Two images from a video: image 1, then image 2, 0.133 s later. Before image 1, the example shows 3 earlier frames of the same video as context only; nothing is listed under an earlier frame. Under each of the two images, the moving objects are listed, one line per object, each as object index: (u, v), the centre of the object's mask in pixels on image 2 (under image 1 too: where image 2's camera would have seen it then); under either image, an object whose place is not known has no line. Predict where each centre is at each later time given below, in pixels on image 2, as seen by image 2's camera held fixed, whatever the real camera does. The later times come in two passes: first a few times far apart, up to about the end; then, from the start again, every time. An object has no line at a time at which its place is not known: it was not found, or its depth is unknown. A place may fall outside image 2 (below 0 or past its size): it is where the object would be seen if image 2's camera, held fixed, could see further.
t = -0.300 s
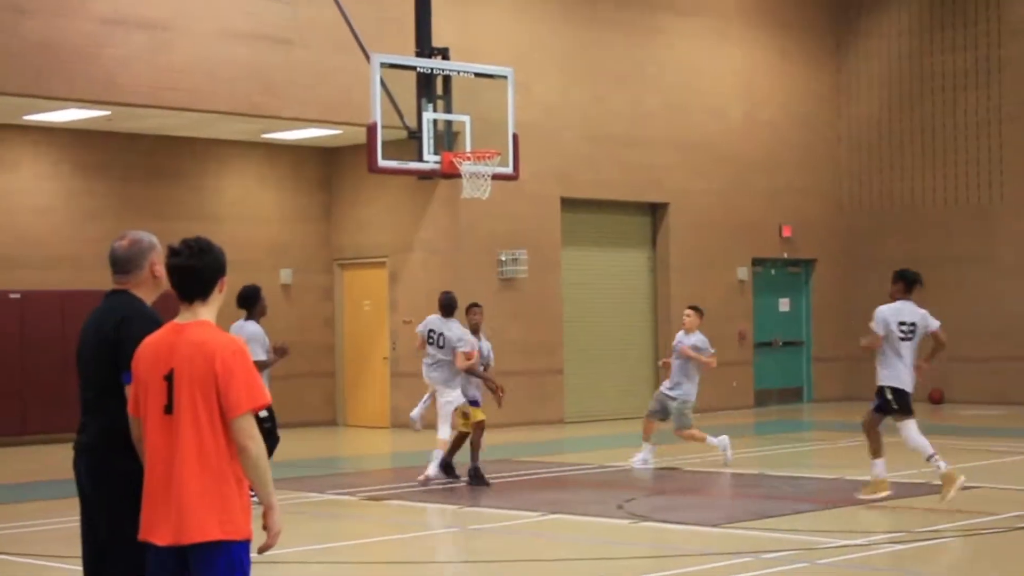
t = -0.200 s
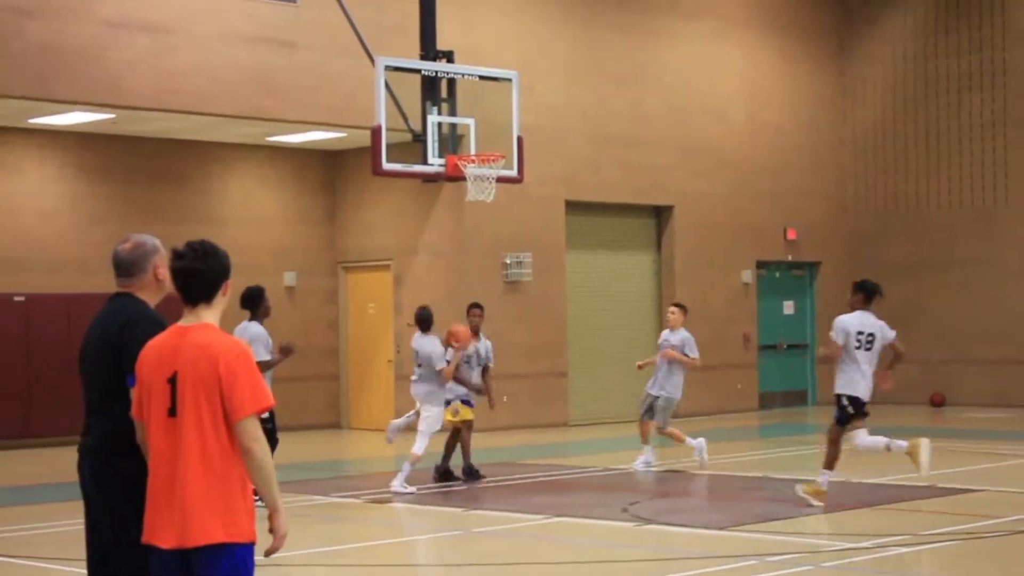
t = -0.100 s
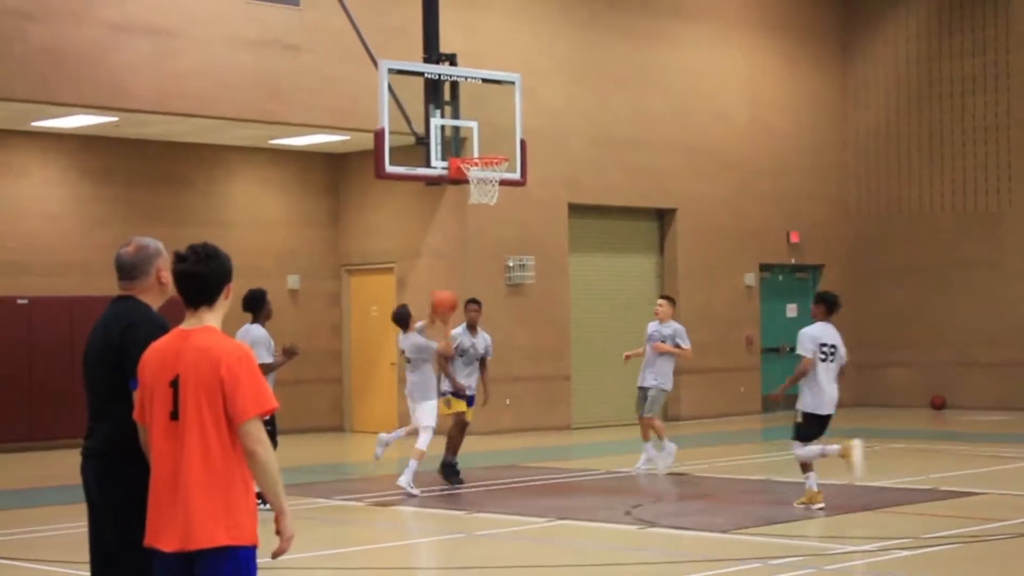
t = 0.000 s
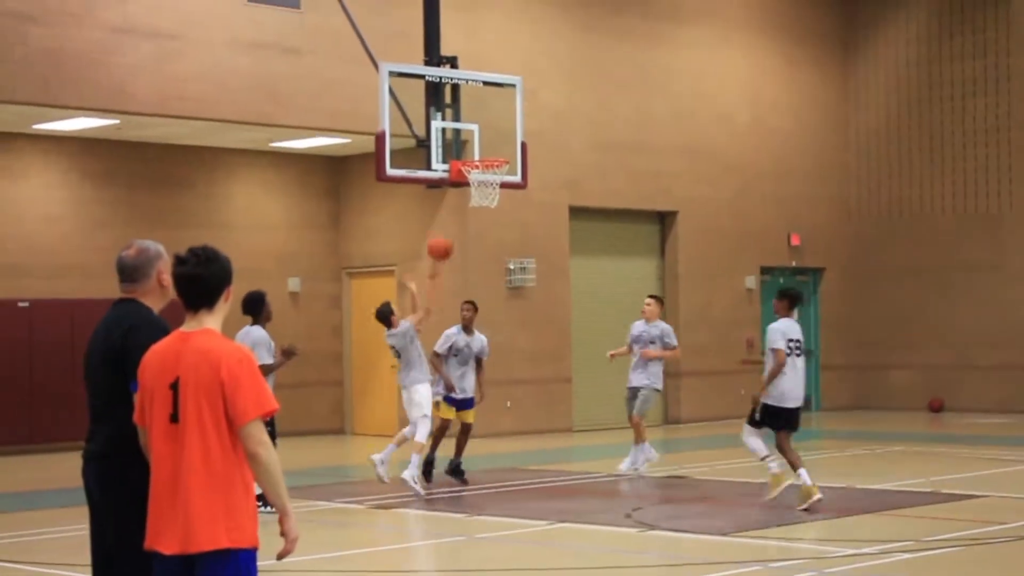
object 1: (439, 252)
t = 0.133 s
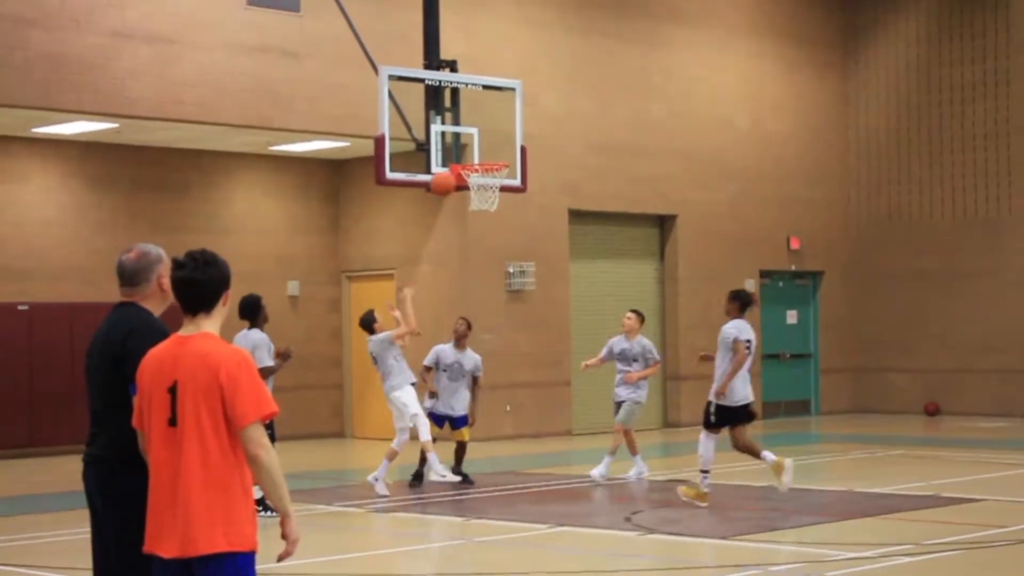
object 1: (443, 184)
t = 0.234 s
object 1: (445, 146)
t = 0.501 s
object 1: (452, 101)
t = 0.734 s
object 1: (458, 122)
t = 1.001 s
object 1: (465, 132)
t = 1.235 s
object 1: (470, 136)
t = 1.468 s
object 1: (476, 193)
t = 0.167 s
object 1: (443, 170)
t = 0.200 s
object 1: (444, 157)
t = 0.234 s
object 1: (445, 146)
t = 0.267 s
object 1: (446, 137)
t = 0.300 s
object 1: (447, 128)
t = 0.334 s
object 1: (448, 120)
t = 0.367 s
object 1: (448, 114)
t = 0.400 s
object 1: (449, 109)
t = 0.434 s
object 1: (450, 105)
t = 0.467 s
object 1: (451, 102)
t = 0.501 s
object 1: (452, 101)
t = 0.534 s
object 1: (452, 101)
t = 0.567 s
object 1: (453, 102)
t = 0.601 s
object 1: (454, 104)
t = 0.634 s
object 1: (455, 107)
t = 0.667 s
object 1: (457, 111)
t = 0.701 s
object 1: (457, 116)
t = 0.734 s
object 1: (458, 122)
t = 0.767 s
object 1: (460, 131)
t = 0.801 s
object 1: (460, 139)
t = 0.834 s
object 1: (461, 149)
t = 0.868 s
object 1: (461, 153)
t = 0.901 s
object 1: (463, 147)
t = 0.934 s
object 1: (463, 141)
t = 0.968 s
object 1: (465, 136)
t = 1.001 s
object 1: (465, 132)
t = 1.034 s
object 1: (466, 129)
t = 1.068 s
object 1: (467, 127)
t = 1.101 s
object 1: (467, 127)
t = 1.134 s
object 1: (468, 127)
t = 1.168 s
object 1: (468, 129)
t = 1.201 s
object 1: (469, 132)
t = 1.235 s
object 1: (470, 136)
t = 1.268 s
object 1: (470, 141)
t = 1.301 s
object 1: (471, 147)
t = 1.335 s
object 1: (472, 153)
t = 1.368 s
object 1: (473, 160)
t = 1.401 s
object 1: (472, 173)
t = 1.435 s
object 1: (476, 181)
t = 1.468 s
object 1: (476, 193)
